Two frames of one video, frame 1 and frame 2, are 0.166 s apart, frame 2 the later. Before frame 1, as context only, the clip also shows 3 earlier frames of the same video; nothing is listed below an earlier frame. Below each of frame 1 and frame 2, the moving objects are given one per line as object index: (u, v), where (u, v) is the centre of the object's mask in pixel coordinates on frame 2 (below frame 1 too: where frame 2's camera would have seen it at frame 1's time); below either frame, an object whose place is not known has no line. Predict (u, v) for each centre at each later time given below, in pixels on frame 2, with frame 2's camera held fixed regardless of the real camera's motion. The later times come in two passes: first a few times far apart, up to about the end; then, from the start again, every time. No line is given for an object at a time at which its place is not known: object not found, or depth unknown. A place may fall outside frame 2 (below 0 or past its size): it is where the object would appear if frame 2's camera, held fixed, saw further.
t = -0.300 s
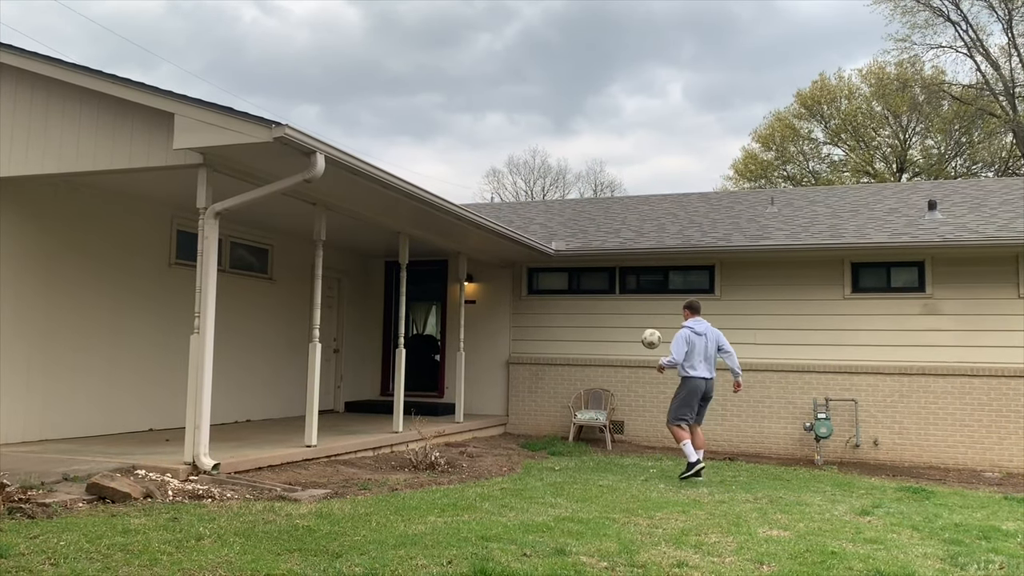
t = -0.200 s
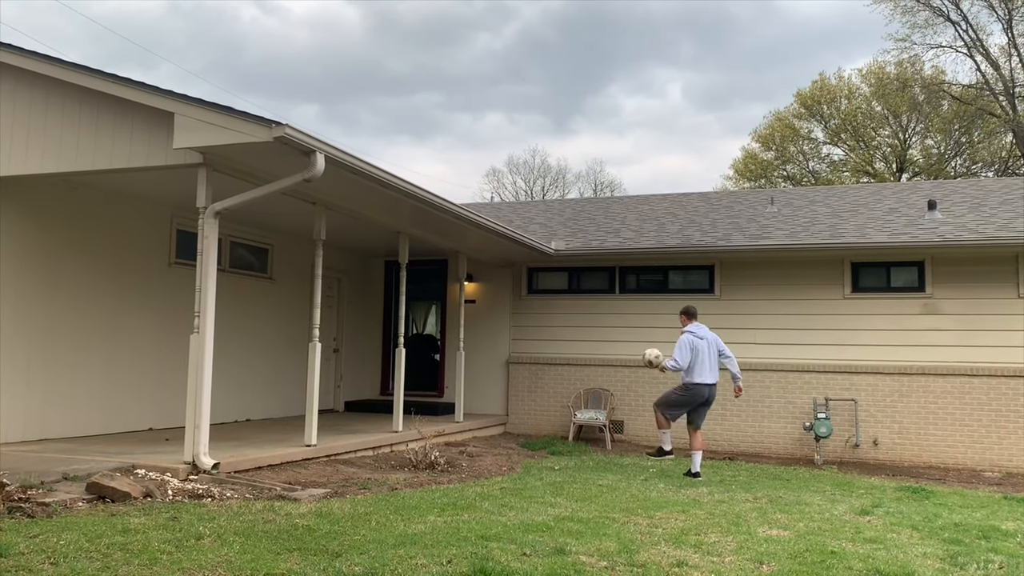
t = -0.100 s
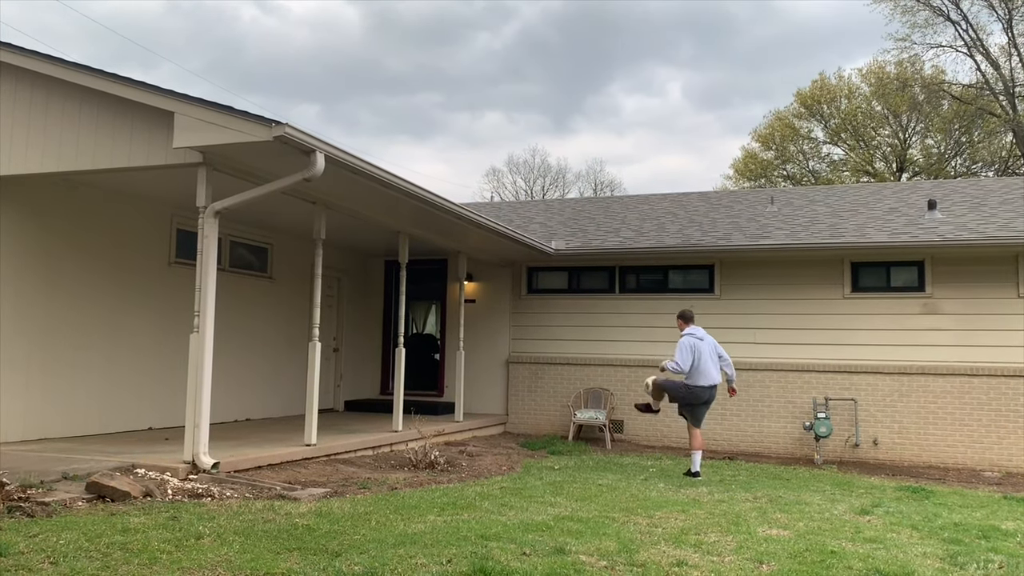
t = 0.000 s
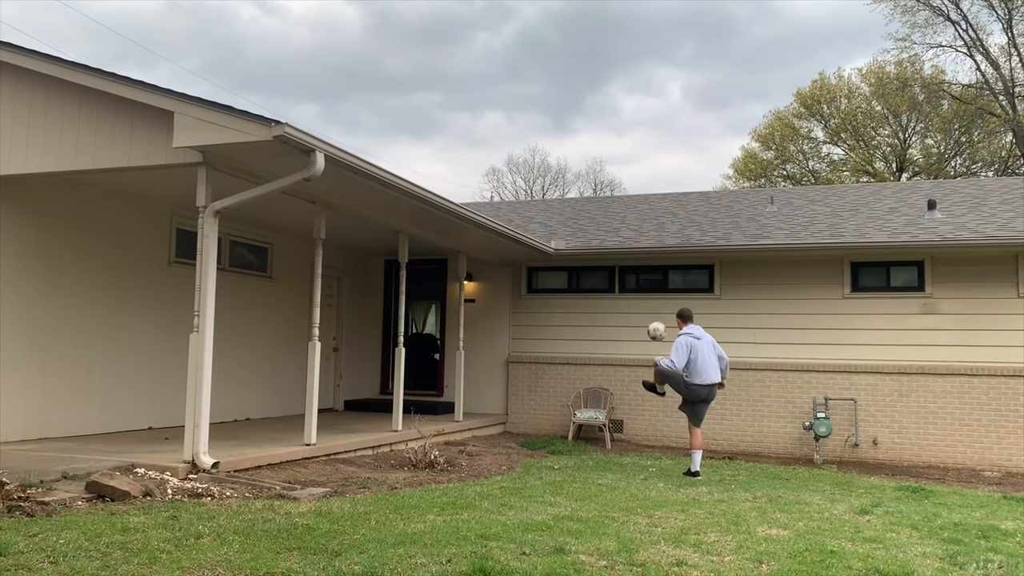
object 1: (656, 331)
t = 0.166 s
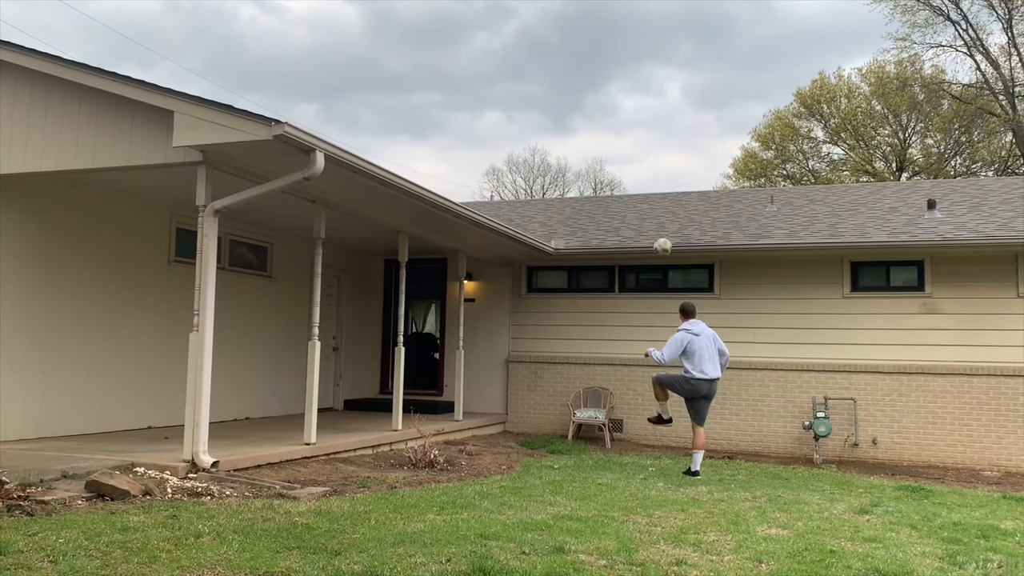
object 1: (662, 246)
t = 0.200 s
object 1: (663, 234)
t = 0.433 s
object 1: (670, 175)
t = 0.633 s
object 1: (675, 160)
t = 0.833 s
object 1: (678, 172)
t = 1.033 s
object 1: (682, 207)
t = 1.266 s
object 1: (682, 180)
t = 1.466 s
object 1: (682, 172)
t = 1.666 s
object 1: (682, 188)
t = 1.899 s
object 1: (680, 191)
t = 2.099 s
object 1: (677, 184)
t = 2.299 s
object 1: (674, 199)
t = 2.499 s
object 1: (670, 204)
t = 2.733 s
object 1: (665, 209)
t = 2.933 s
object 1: (659, 212)
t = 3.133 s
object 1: (652, 218)
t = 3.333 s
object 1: (645, 221)
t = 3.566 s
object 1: (635, 227)
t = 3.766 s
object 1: (625, 232)
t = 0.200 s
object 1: (663, 234)
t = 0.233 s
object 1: (664, 222)
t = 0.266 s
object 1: (665, 212)
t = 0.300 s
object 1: (666, 202)
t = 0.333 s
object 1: (667, 194)
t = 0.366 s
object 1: (668, 187)
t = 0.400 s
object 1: (669, 180)
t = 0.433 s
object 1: (670, 175)
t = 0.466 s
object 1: (671, 170)
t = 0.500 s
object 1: (672, 166)
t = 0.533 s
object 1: (672, 163)
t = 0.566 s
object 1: (673, 161)
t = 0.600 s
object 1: (674, 160)
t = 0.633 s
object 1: (675, 160)
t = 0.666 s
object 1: (675, 160)
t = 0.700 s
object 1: (676, 161)
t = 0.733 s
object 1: (677, 162)
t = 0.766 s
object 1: (677, 165)
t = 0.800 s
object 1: (678, 168)
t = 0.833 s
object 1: (678, 172)
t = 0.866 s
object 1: (679, 176)
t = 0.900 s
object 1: (680, 182)
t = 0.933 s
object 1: (680, 187)
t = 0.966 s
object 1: (681, 193)
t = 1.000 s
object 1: (681, 200)
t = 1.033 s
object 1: (682, 207)
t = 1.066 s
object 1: (682, 212)
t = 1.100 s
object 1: (682, 205)
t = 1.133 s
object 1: (682, 198)
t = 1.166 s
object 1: (682, 193)
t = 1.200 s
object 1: (682, 188)
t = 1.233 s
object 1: (682, 184)
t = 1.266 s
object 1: (682, 180)
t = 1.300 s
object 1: (682, 177)
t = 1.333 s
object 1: (682, 175)
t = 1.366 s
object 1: (682, 173)
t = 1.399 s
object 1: (682, 172)
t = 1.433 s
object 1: (682, 172)
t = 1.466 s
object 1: (682, 172)
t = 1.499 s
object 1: (682, 173)
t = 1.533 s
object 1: (682, 175)
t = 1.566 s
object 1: (682, 177)
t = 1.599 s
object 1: (682, 180)
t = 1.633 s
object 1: (682, 184)
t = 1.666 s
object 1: (682, 188)
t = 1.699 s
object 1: (682, 192)
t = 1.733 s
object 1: (682, 198)
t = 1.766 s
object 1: (681, 204)
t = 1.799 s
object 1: (681, 203)
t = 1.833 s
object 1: (681, 198)
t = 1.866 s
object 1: (680, 194)
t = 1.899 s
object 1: (680, 191)
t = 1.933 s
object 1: (679, 188)
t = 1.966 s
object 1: (679, 186)
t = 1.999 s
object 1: (678, 185)
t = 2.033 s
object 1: (678, 184)
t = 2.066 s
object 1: (678, 184)
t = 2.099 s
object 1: (677, 184)
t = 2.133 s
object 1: (676, 185)
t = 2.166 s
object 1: (676, 186)
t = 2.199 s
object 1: (676, 188)
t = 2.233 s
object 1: (675, 191)
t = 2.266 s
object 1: (675, 195)
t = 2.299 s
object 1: (674, 199)
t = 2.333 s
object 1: (673, 204)
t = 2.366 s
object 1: (673, 208)
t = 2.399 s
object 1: (672, 207)
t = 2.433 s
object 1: (671, 205)
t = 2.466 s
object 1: (671, 204)
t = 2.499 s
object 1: (670, 204)
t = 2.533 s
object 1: (669, 205)
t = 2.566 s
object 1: (669, 207)
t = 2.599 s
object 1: (668, 209)
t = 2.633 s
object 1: (667, 209)
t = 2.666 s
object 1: (666, 208)
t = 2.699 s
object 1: (666, 208)
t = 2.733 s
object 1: (665, 209)
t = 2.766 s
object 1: (664, 210)
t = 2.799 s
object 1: (663, 212)
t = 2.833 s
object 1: (662, 212)
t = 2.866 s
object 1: (661, 211)
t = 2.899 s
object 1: (660, 211)
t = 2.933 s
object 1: (659, 212)
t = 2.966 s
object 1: (658, 213)
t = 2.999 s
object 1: (657, 215)
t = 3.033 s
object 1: (656, 215)
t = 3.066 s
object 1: (655, 215)
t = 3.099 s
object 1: (654, 216)
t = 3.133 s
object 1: (652, 218)
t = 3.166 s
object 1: (651, 219)
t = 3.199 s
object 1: (650, 219)
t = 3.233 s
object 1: (648, 220)
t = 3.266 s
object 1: (647, 220)
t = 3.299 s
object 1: (646, 220)
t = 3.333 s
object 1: (645, 221)
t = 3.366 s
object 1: (644, 223)
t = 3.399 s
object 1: (643, 224)
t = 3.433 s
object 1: (641, 224)
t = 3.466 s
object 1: (639, 225)
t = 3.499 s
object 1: (638, 227)
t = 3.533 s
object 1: (636, 227)
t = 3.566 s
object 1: (635, 227)
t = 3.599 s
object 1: (634, 228)
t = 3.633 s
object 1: (632, 229)
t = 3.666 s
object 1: (630, 231)
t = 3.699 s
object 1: (629, 233)
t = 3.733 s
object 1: (626, 232)
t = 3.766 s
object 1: (625, 232)
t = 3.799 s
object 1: (622, 233)
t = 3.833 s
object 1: (621, 234)
